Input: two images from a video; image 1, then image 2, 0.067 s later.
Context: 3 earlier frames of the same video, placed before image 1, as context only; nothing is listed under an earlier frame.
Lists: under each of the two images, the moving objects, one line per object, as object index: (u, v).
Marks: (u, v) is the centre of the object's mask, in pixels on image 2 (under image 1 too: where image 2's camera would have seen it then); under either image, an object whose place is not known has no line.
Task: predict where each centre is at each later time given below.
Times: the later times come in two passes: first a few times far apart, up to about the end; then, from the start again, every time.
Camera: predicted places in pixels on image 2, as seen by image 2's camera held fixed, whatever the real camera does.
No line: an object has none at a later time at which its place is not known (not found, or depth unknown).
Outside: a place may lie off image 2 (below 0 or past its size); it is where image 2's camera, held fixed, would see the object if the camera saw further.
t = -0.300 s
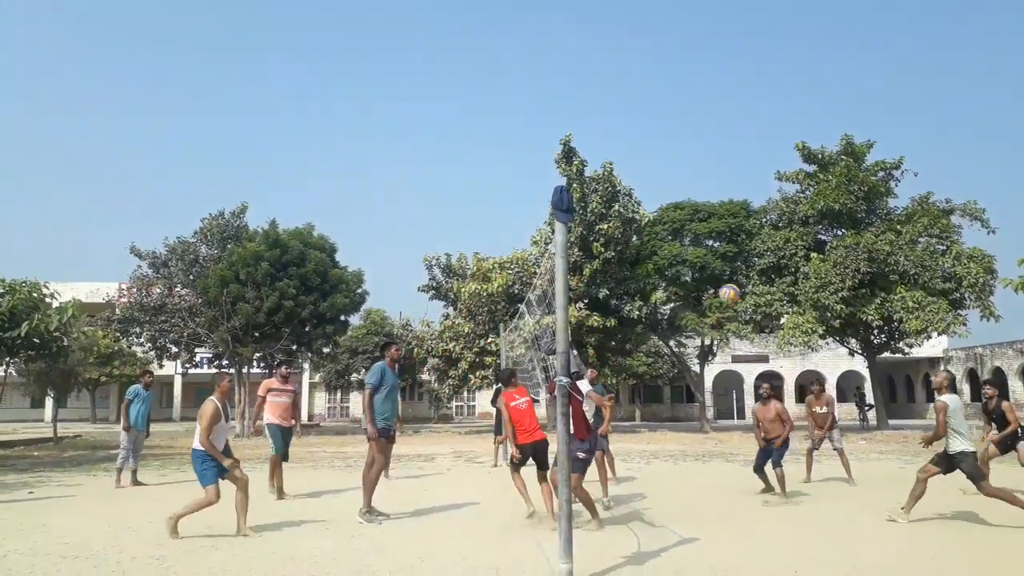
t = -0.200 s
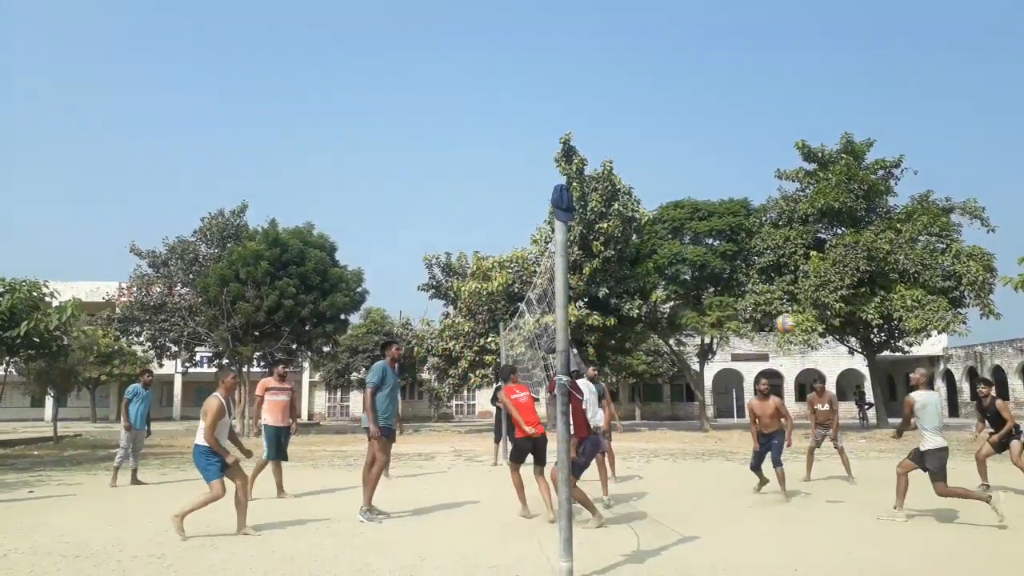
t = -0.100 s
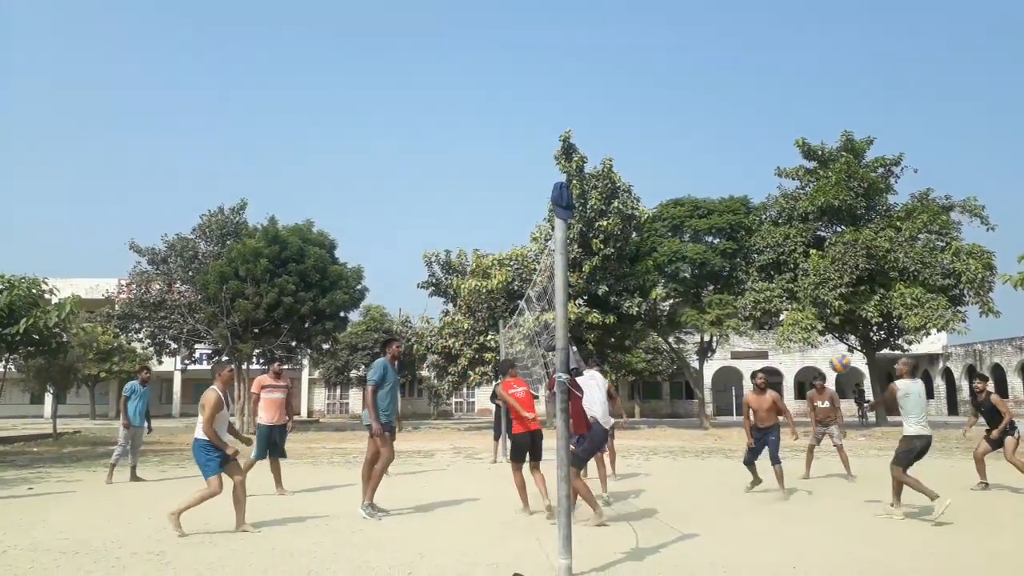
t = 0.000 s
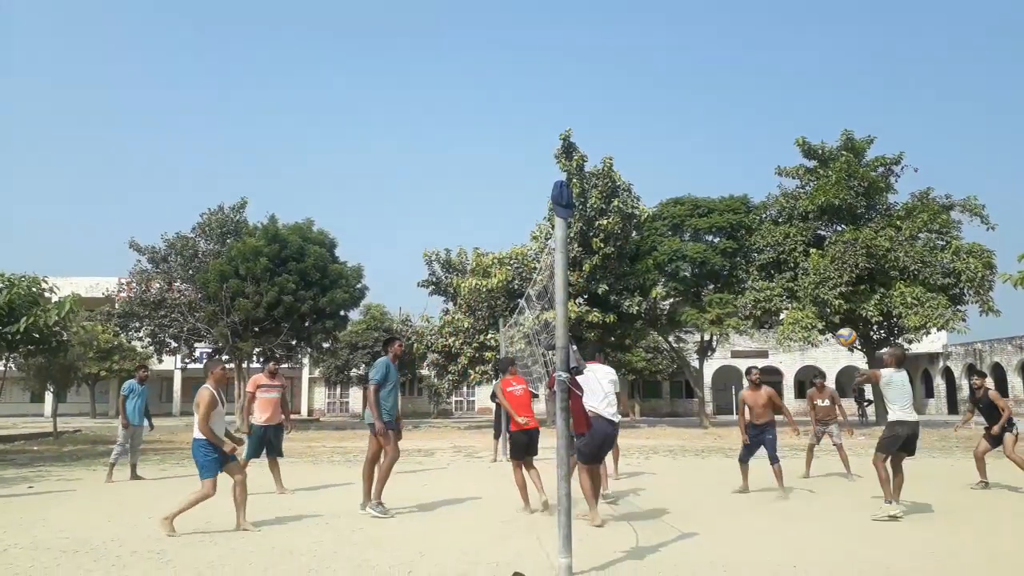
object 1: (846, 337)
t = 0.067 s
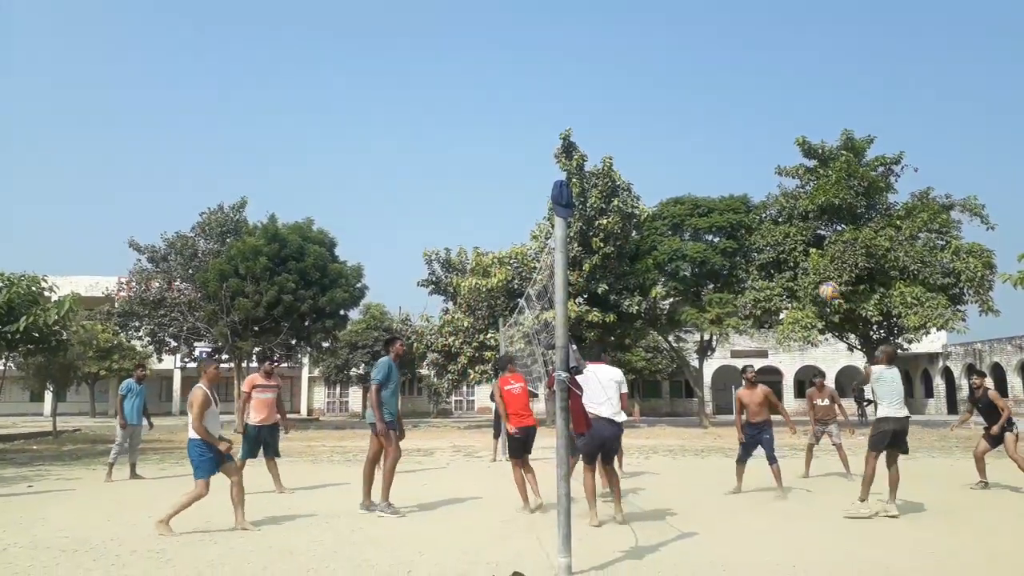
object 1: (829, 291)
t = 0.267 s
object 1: (787, 183)
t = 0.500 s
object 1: (742, 104)
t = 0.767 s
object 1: (697, 74)
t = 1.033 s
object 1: (656, 98)
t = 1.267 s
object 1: (622, 166)
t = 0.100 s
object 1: (822, 271)
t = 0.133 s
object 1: (814, 250)
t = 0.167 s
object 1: (807, 232)
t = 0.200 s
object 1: (800, 215)
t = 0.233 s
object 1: (792, 198)
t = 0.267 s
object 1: (787, 183)
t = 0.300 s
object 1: (779, 169)
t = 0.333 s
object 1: (772, 156)
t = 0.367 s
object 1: (765, 144)
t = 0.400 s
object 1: (758, 133)
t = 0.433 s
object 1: (753, 122)
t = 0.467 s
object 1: (748, 113)
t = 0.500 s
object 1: (742, 104)
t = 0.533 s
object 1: (735, 97)
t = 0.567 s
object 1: (730, 91)
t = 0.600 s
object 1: (724, 85)
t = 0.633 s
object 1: (719, 81)
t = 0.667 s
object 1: (713, 78)
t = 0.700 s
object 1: (707, 76)
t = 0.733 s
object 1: (702, 75)
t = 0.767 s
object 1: (697, 74)
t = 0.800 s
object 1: (691, 75)
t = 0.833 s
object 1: (685, 76)
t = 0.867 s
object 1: (680, 78)
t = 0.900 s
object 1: (675, 80)
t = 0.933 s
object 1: (670, 83)
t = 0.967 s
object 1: (665, 87)
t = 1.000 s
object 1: (661, 92)
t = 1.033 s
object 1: (656, 98)
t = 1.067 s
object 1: (651, 105)
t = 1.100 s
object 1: (646, 114)
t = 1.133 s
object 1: (641, 123)
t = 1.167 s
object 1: (636, 133)
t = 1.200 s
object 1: (632, 143)
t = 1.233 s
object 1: (627, 155)
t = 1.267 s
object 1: (622, 166)
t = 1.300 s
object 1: (617, 179)
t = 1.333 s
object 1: (612, 195)
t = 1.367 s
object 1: (608, 209)
